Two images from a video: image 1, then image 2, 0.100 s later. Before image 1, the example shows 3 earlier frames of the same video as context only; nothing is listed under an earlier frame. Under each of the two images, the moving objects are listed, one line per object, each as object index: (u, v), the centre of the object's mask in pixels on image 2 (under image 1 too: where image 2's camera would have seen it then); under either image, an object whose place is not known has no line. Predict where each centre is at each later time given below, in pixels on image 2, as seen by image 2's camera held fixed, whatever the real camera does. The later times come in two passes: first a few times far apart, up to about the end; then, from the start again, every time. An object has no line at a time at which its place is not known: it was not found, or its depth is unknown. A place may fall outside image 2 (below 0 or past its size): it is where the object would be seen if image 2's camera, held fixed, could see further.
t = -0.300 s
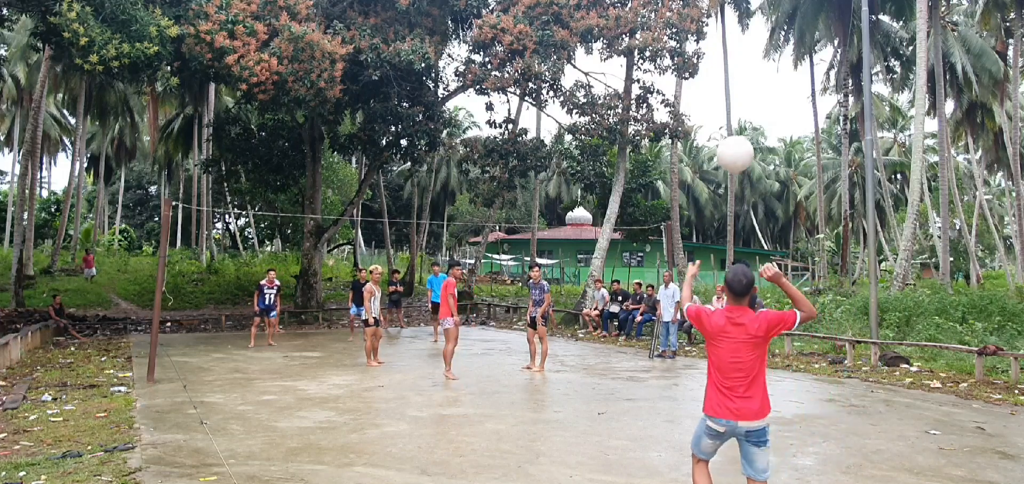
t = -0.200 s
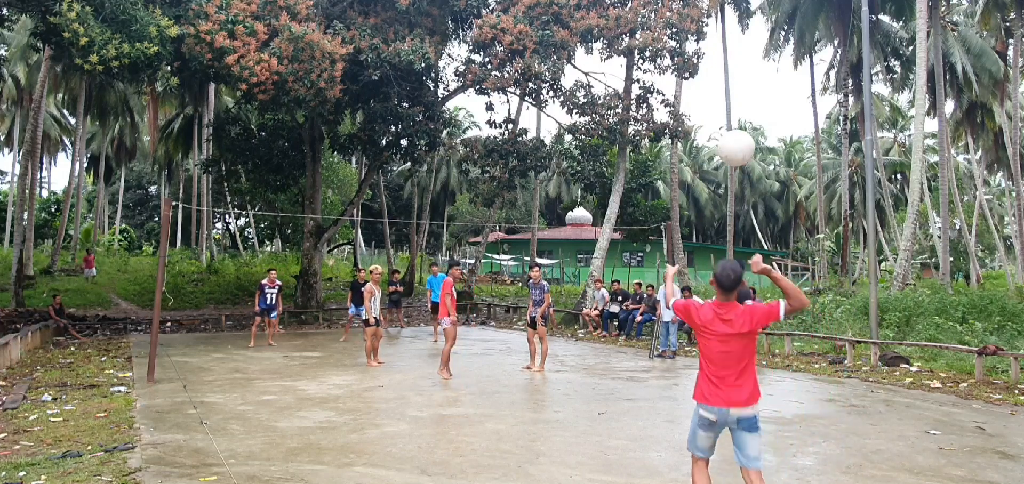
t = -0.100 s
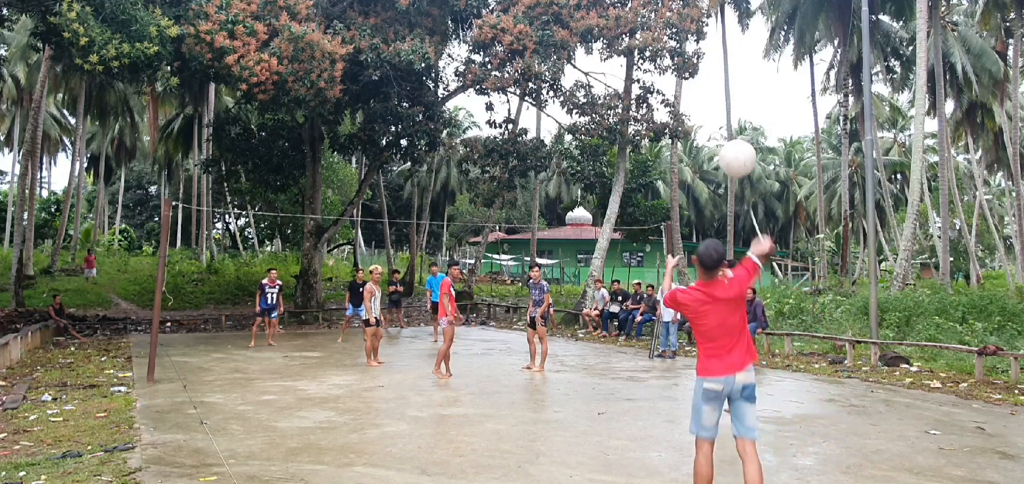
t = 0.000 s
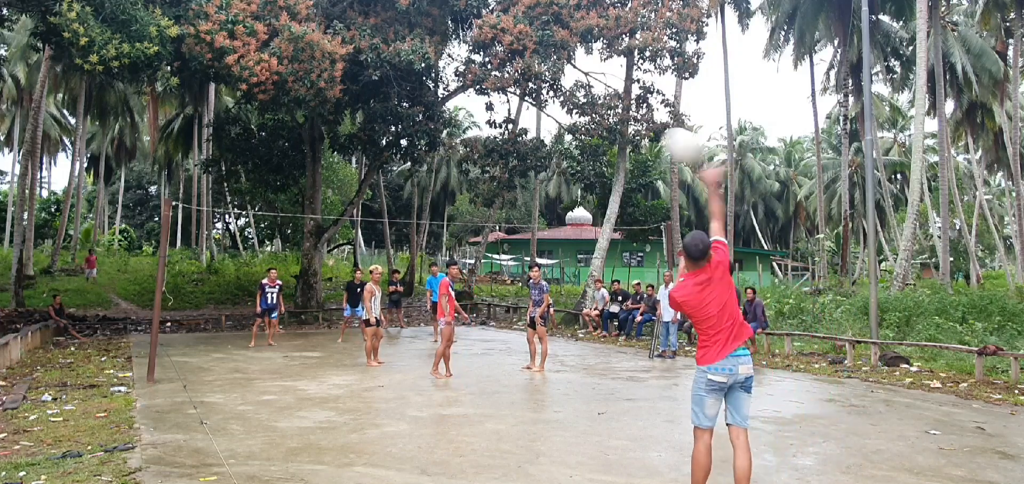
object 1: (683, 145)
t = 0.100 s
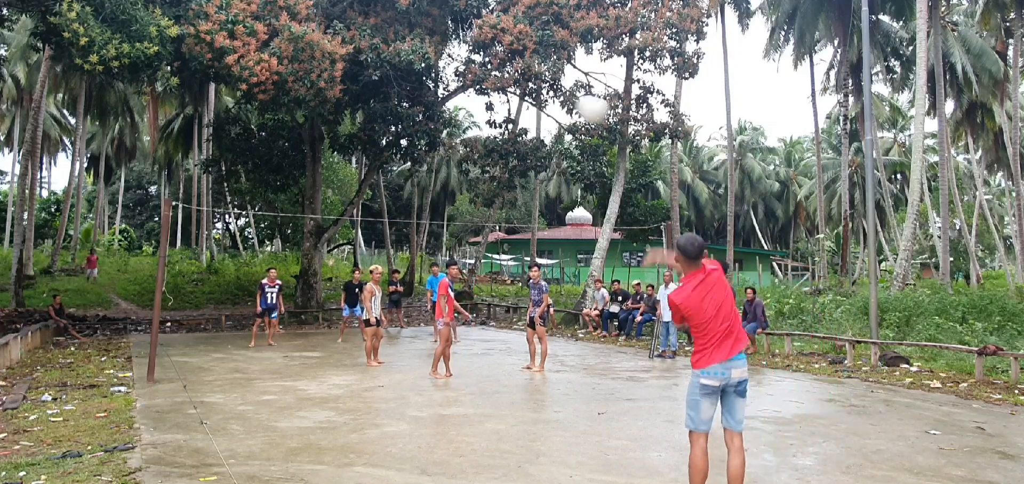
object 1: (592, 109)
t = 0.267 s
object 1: (499, 92)
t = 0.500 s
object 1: (431, 113)
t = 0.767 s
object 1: (391, 165)
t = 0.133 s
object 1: (569, 102)
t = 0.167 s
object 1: (548, 96)
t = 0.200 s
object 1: (531, 94)
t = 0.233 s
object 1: (515, 92)
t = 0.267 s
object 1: (499, 92)
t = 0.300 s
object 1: (487, 92)
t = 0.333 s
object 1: (476, 94)
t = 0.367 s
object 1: (465, 97)
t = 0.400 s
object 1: (455, 100)
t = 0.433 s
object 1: (446, 104)
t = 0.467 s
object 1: (438, 108)
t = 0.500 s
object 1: (431, 113)
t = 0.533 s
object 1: (425, 119)
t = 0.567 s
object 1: (419, 125)
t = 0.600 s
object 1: (413, 131)
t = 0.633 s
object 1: (409, 137)
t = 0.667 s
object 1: (404, 144)
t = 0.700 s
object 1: (399, 151)
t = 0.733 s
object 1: (395, 158)
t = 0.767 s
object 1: (391, 165)
